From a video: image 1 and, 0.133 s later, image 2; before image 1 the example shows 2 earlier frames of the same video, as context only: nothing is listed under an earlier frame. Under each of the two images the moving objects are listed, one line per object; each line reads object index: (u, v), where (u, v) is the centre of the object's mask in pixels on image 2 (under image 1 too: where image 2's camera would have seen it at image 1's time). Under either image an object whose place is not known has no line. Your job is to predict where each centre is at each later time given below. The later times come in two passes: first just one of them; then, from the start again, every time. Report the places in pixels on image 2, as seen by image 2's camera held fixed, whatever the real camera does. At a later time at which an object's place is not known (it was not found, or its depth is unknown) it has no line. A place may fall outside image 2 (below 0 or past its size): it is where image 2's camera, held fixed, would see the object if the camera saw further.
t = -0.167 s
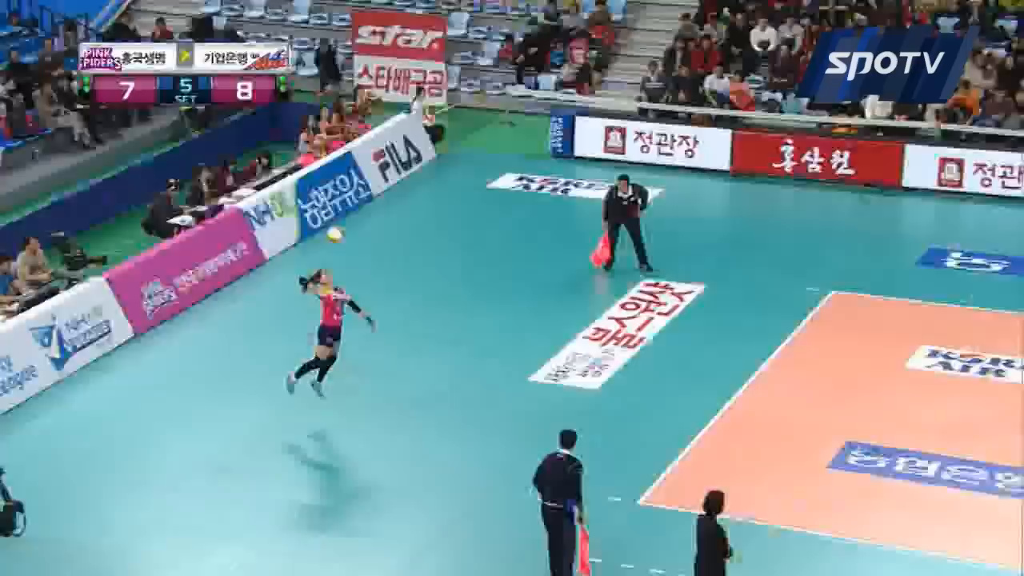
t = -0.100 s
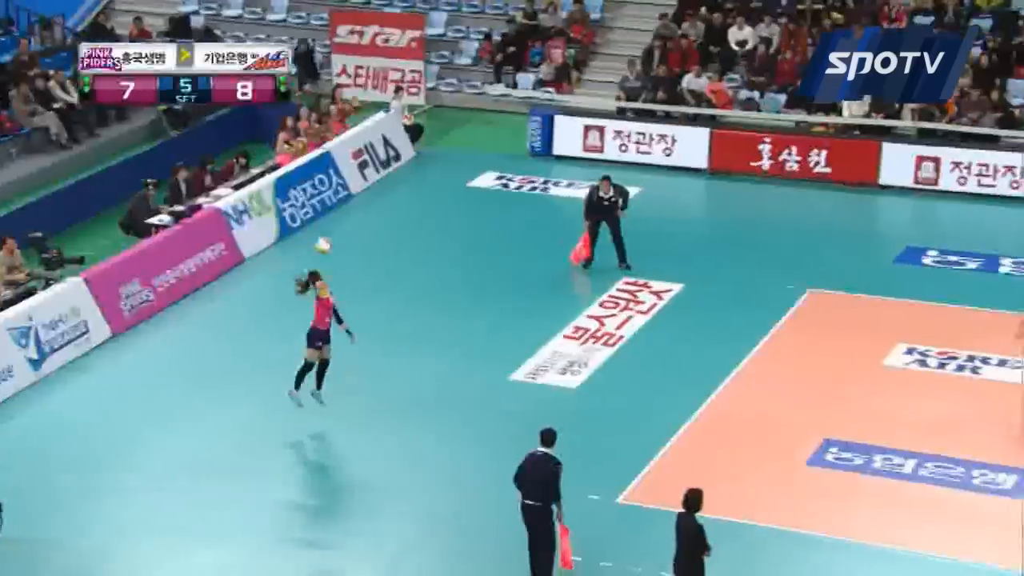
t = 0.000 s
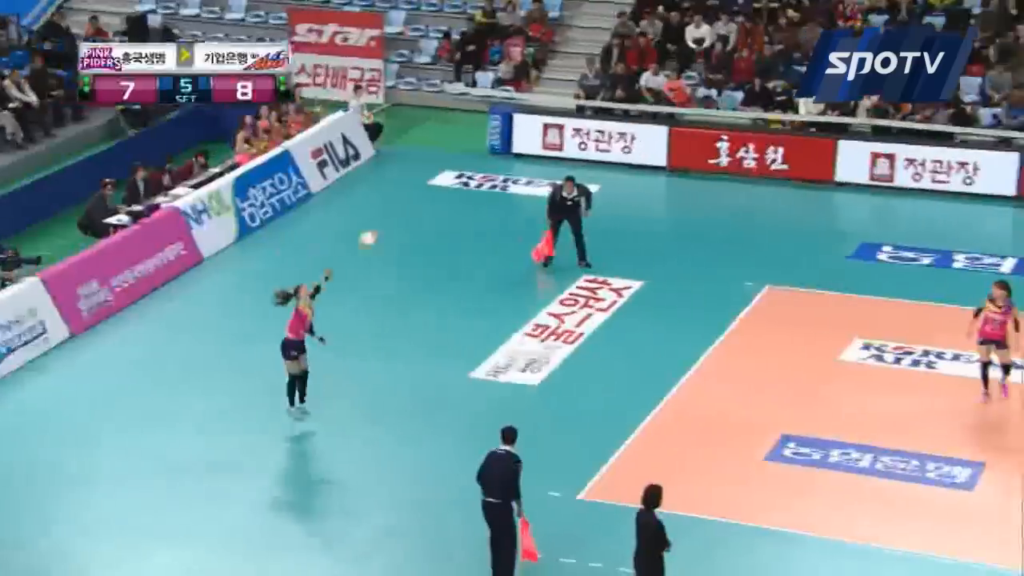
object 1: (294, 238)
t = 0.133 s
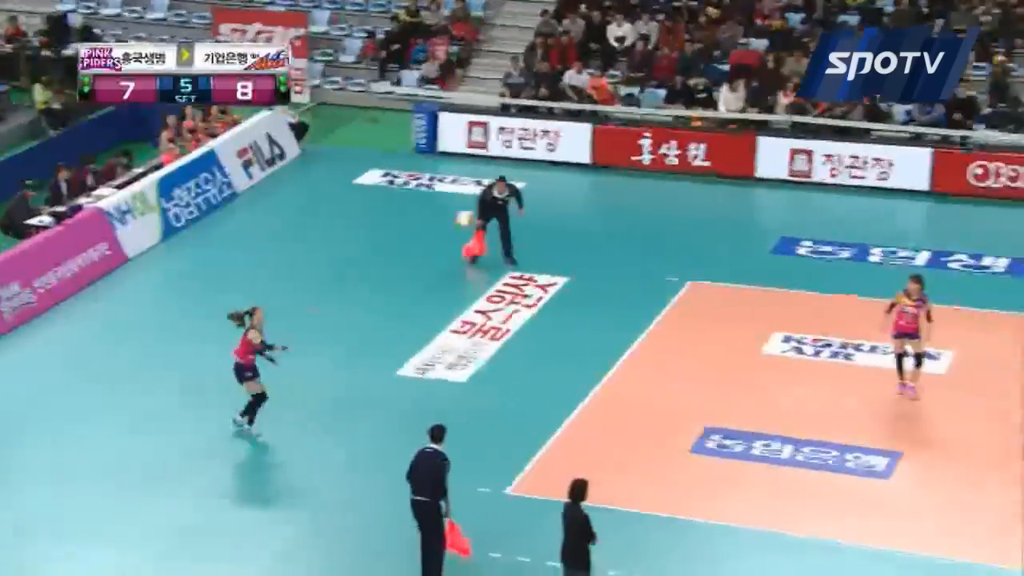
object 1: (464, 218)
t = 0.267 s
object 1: (637, 209)
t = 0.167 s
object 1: (508, 215)
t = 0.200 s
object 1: (550, 213)
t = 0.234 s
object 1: (594, 210)
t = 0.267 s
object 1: (637, 209)
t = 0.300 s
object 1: (680, 208)
